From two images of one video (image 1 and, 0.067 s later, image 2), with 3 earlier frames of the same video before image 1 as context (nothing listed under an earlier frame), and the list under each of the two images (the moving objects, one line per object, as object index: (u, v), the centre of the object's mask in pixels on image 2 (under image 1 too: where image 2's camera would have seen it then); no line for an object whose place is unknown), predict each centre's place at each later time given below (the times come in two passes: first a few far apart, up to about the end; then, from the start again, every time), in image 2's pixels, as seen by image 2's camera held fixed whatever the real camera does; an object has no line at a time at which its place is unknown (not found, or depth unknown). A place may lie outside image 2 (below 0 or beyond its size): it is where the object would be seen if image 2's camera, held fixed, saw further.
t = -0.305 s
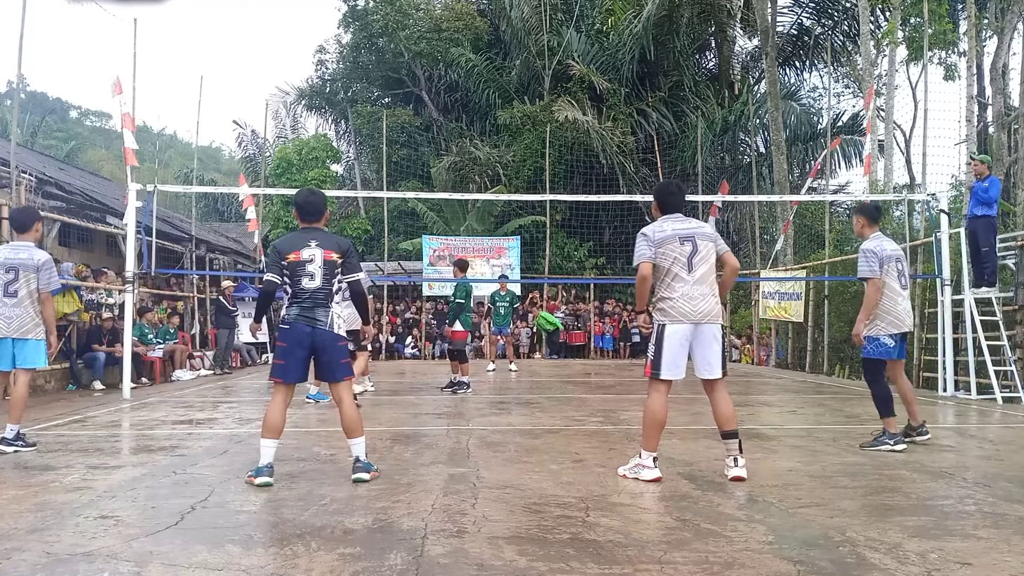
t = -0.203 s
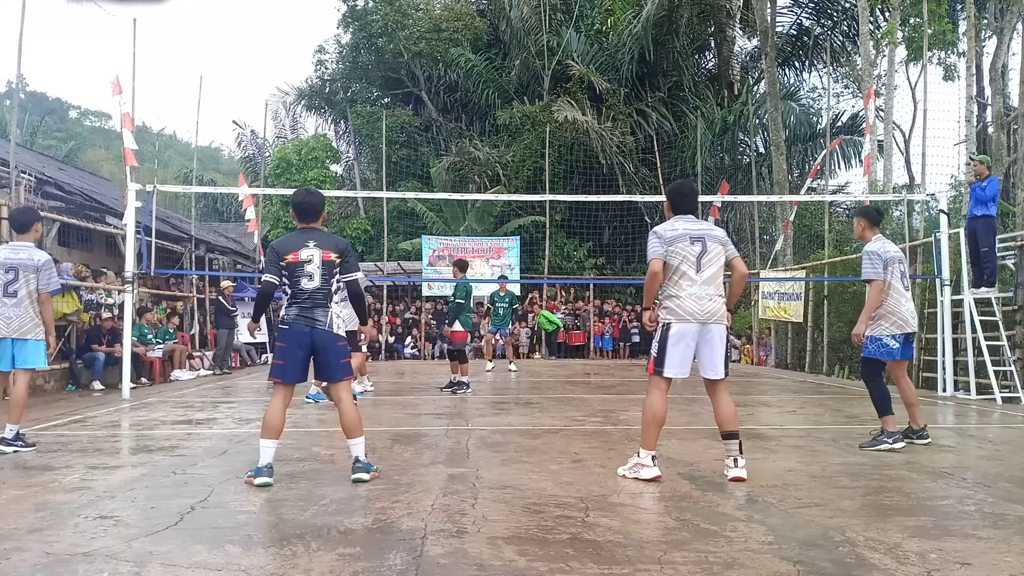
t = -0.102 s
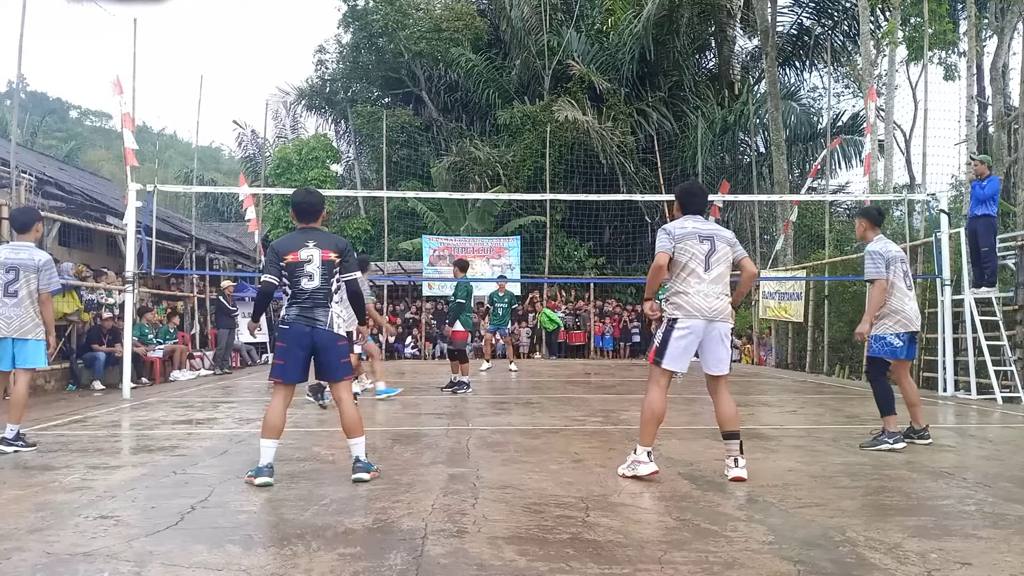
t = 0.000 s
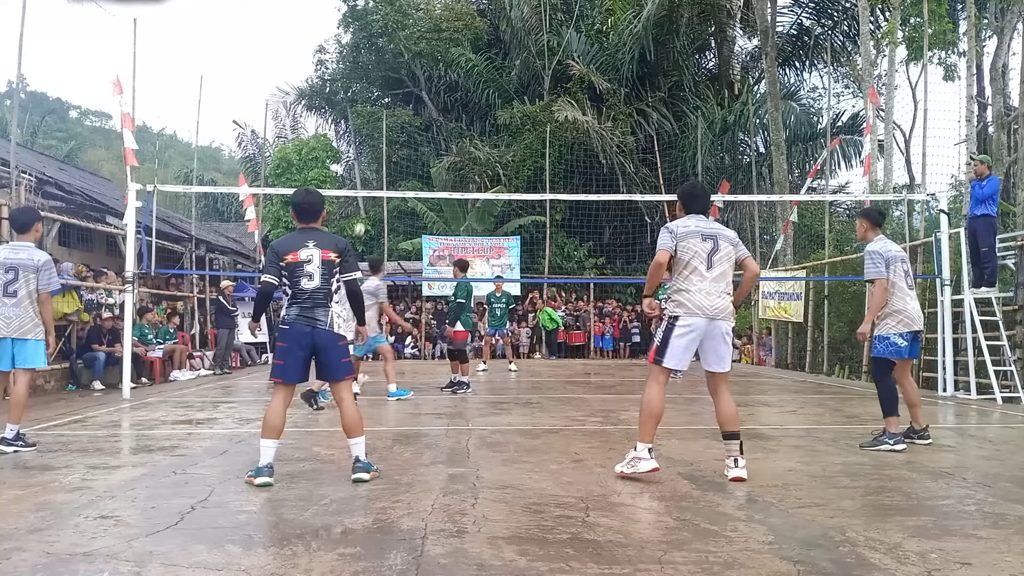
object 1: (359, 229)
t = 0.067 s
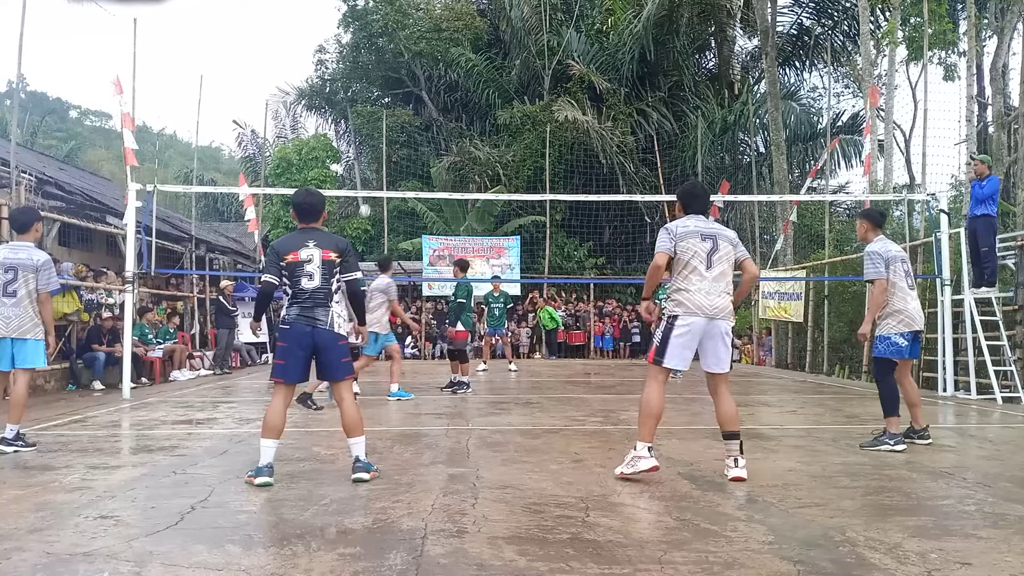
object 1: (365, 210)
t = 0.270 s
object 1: (383, 161)
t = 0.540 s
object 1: (420, 108)
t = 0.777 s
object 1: (468, 89)
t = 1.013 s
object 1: (546, 135)
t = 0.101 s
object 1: (367, 202)
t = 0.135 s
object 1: (371, 190)
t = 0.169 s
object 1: (373, 185)
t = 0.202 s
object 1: (377, 177)
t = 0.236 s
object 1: (379, 169)
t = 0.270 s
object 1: (383, 161)
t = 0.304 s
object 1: (387, 153)
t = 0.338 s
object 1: (391, 146)
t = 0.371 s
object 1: (395, 138)
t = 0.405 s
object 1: (399, 131)
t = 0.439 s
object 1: (404, 125)
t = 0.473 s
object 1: (409, 119)
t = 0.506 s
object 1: (415, 113)
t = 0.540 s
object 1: (420, 108)
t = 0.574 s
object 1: (426, 103)
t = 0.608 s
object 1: (433, 98)
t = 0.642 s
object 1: (439, 95)
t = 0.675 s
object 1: (446, 92)
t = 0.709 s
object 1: (453, 90)
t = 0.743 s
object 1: (460, 89)
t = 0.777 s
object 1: (468, 89)
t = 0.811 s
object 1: (477, 91)
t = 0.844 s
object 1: (486, 93)
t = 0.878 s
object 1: (497, 98)
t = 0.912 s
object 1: (506, 104)
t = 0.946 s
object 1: (518, 112)
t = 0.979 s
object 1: (531, 122)
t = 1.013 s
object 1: (546, 135)
